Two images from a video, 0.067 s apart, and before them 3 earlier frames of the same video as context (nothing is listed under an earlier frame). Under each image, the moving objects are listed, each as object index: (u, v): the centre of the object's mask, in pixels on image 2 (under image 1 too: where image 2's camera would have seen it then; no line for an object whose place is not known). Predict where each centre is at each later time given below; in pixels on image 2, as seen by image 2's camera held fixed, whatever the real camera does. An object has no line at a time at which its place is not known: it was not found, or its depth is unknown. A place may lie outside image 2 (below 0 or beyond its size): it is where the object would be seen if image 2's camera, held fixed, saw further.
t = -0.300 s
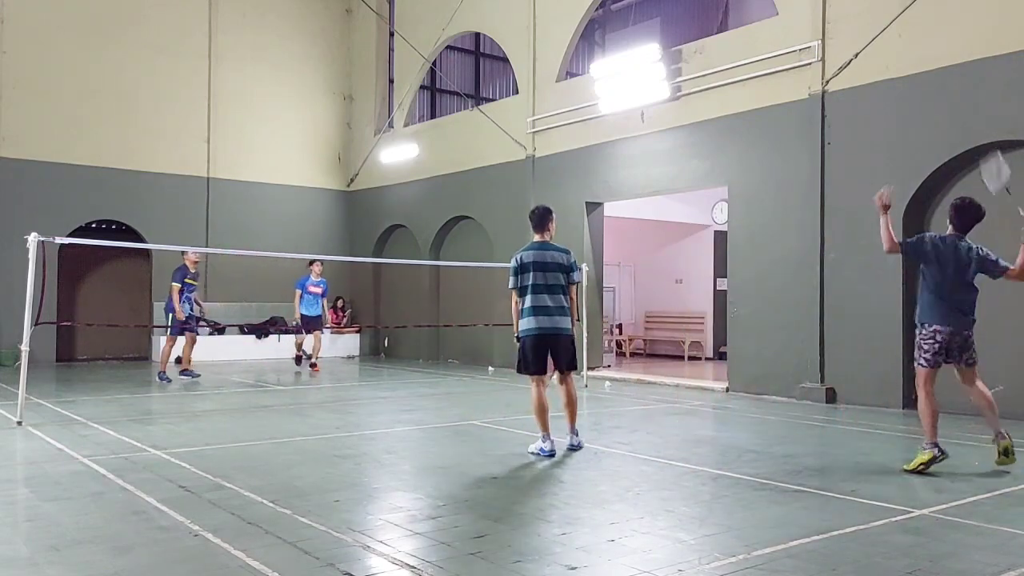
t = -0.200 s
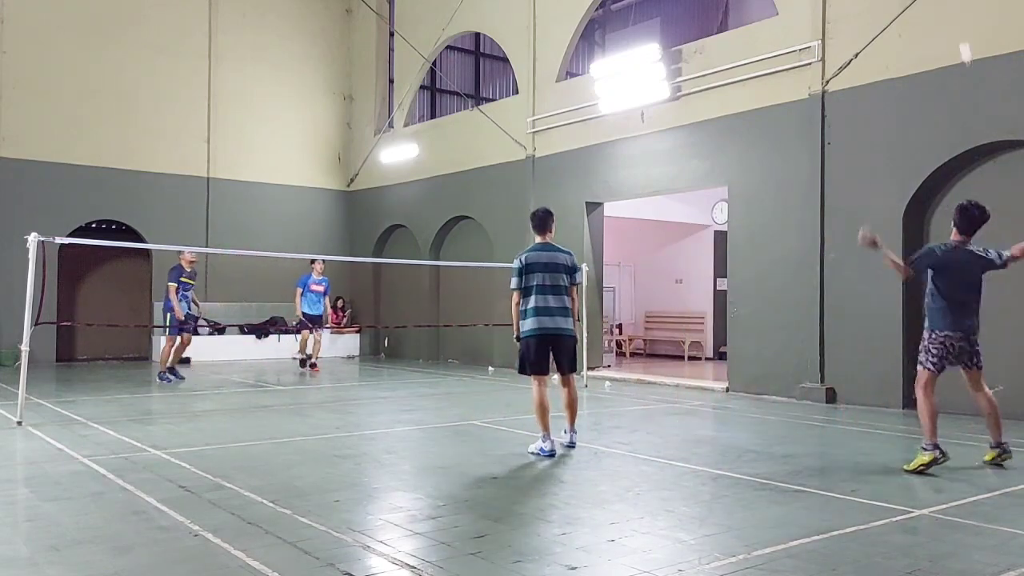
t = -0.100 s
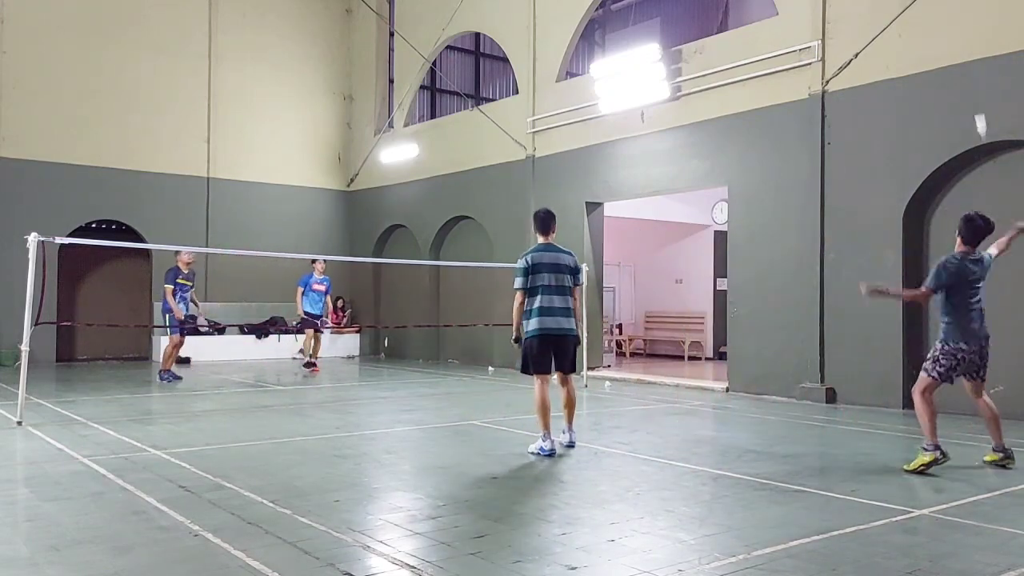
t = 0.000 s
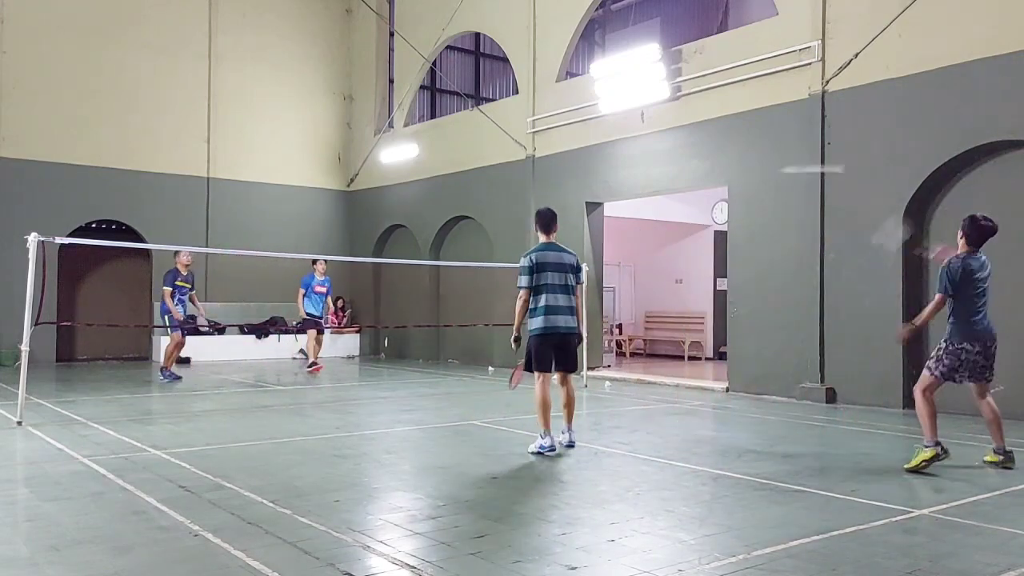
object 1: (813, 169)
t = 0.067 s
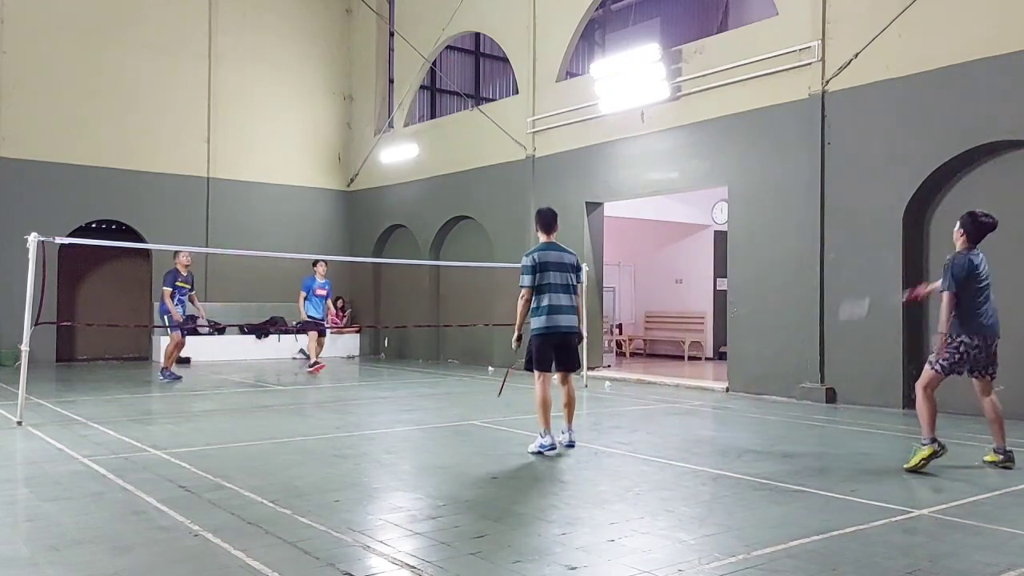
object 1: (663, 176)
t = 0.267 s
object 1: (427, 204)
